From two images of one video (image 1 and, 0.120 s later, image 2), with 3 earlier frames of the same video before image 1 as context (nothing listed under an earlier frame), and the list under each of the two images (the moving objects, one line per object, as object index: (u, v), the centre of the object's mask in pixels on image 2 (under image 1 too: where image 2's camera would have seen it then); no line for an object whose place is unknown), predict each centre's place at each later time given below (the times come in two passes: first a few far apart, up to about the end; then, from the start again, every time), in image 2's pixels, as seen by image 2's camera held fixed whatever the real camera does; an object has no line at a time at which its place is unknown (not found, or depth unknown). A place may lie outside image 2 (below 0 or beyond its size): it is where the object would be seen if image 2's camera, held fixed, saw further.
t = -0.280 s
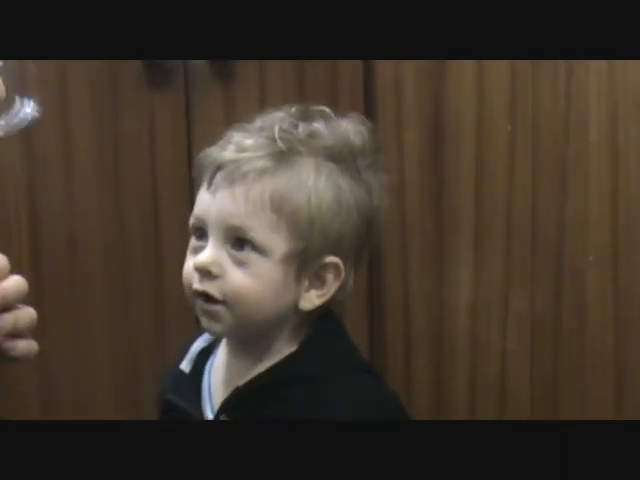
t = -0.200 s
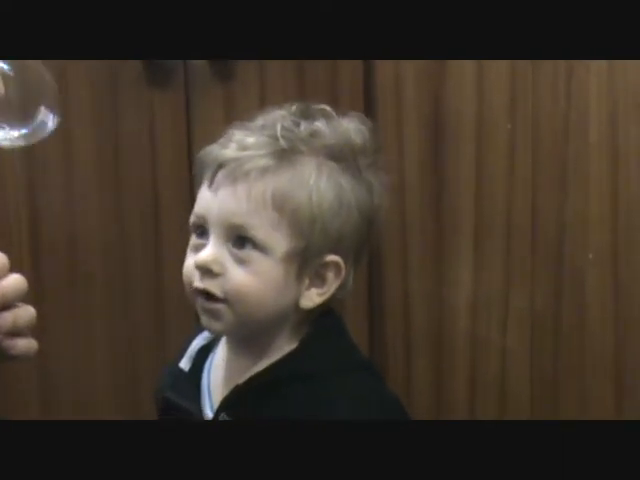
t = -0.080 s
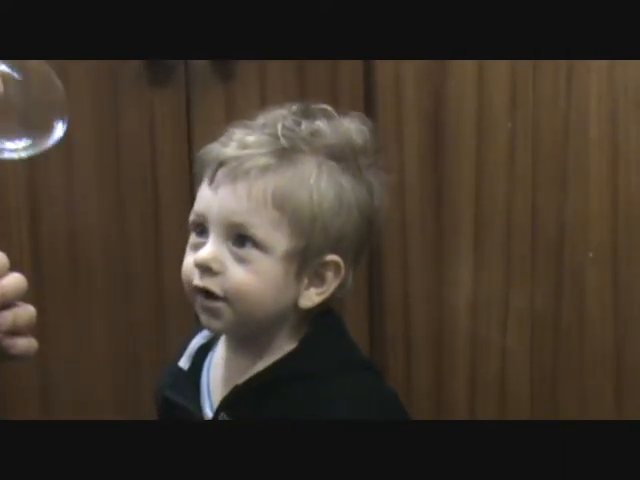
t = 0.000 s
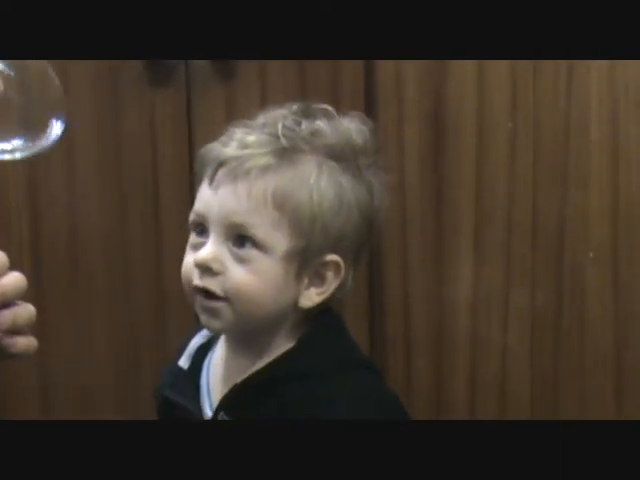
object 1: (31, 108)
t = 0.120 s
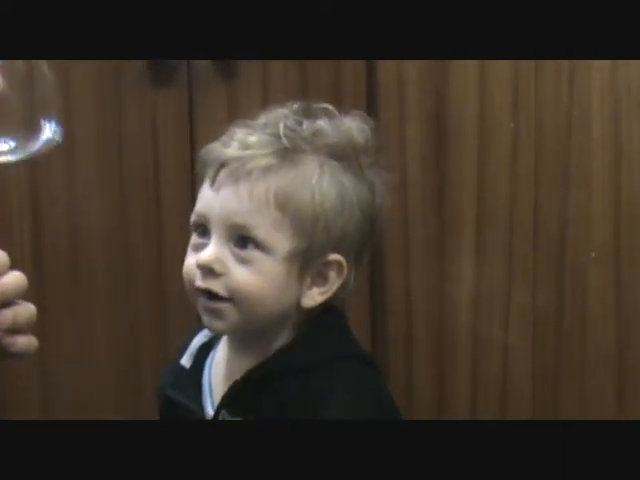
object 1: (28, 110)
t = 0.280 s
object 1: (44, 121)
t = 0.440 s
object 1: (55, 128)
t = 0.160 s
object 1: (32, 113)
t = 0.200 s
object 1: (38, 117)
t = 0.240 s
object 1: (42, 119)
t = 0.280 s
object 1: (44, 121)
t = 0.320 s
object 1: (47, 122)
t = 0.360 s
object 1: (48, 123)
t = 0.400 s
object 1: (50, 124)
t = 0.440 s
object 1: (55, 128)
